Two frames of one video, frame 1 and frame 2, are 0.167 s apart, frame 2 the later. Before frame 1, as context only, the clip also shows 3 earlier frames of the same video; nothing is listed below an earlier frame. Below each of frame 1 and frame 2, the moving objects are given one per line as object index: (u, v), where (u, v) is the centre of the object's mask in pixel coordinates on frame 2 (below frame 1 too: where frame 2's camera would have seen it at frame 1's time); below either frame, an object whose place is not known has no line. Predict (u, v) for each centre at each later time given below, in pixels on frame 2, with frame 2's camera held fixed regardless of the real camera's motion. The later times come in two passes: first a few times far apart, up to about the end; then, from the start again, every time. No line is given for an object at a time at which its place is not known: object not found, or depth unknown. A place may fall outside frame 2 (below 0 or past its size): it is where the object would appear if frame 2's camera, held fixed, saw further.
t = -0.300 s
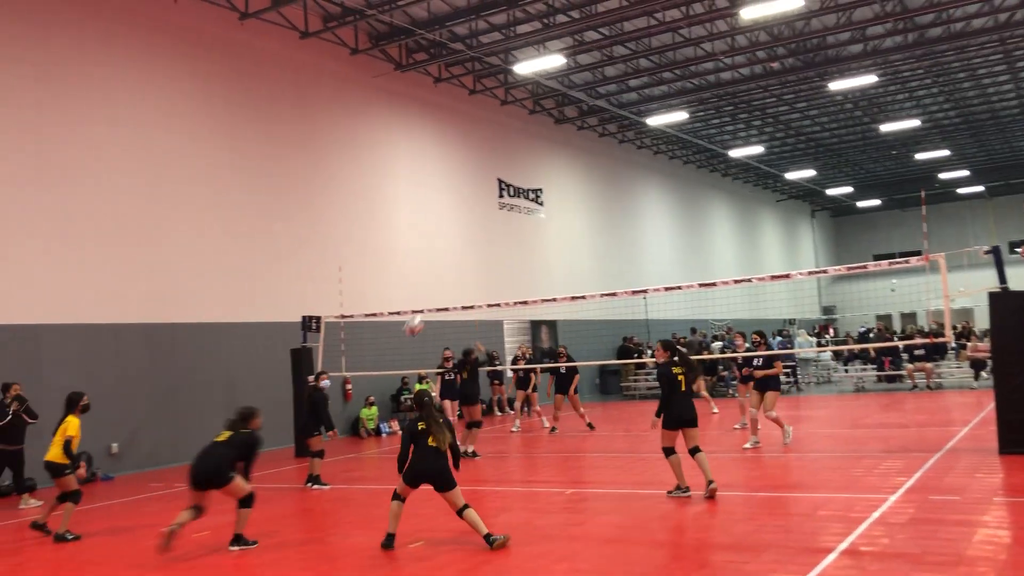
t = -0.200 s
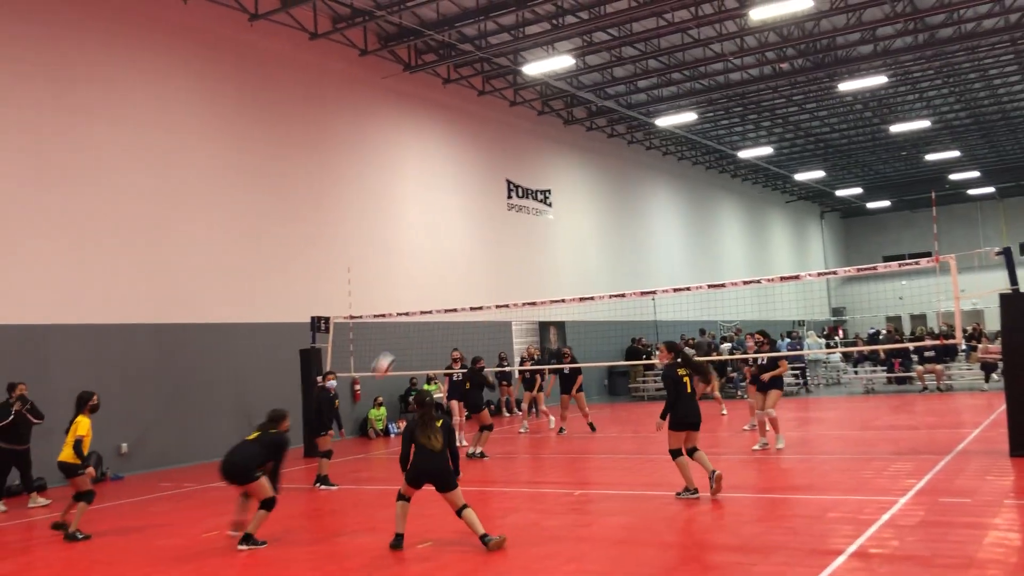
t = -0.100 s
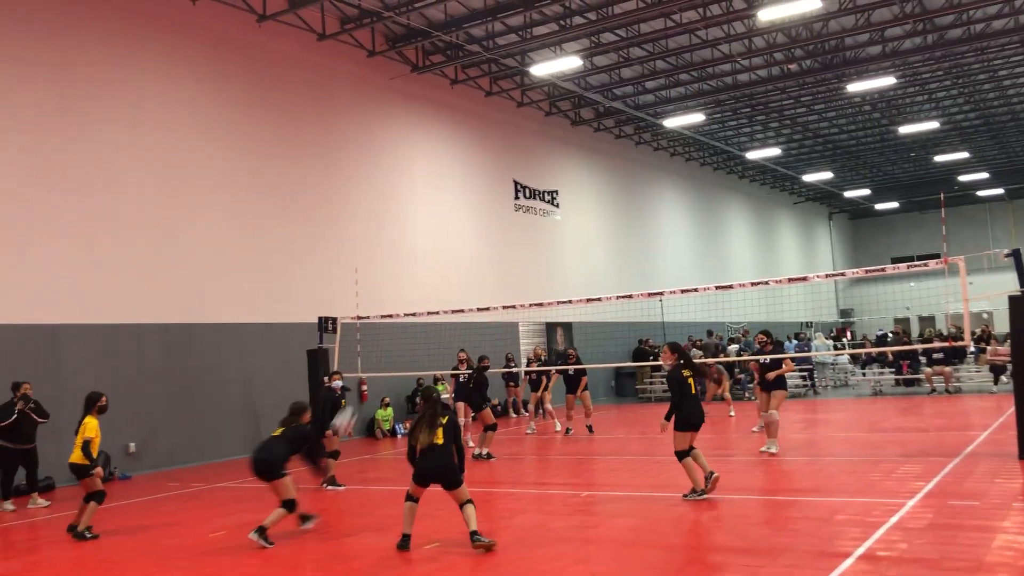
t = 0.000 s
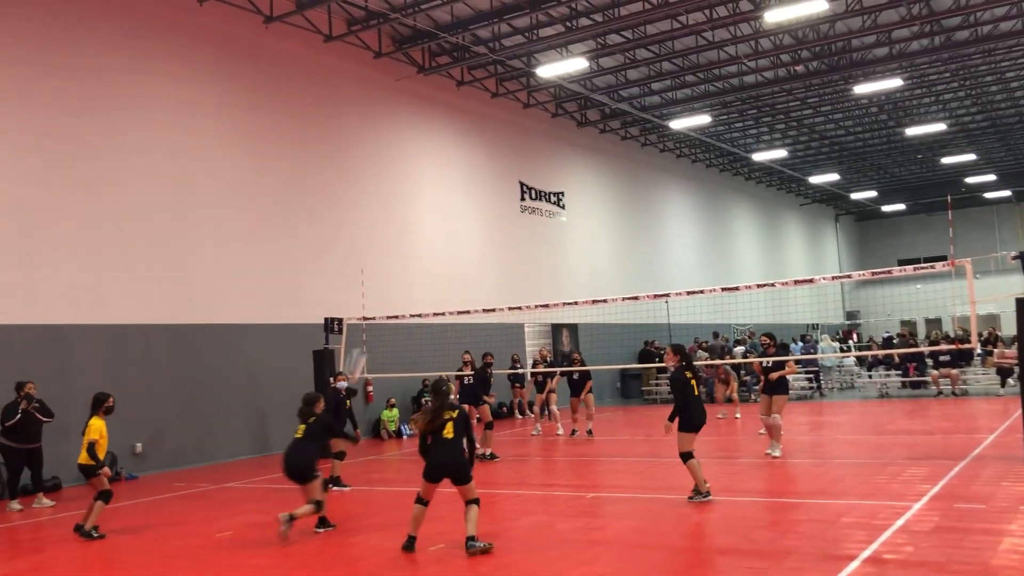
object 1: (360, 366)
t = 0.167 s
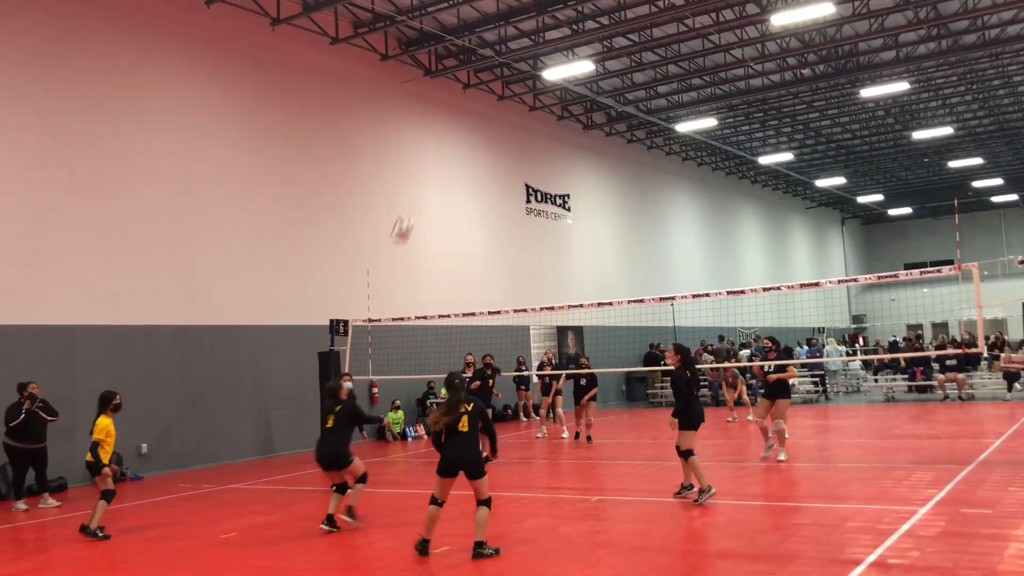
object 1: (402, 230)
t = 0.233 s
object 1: (418, 186)
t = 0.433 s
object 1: (459, 89)
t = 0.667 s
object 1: (501, 29)
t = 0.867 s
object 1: (532, 15)
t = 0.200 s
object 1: (410, 207)
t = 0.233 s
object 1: (418, 186)
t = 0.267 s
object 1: (425, 167)
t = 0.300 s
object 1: (432, 148)
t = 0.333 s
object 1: (439, 131)
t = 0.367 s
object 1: (446, 115)
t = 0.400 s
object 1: (452, 101)
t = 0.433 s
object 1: (459, 89)
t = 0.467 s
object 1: (465, 78)
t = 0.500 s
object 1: (471, 67)
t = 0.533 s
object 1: (477, 57)
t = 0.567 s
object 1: (483, 49)
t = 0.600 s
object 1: (489, 42)
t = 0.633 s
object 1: (495, 36)
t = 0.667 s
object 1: (501, 29)
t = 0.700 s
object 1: (506, 25)
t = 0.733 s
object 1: (512, 21)
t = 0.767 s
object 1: (517, 18)
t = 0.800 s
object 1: (522, 17)
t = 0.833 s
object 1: (527, 15)
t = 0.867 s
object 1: (532, 15)
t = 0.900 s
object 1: (538, 15)
